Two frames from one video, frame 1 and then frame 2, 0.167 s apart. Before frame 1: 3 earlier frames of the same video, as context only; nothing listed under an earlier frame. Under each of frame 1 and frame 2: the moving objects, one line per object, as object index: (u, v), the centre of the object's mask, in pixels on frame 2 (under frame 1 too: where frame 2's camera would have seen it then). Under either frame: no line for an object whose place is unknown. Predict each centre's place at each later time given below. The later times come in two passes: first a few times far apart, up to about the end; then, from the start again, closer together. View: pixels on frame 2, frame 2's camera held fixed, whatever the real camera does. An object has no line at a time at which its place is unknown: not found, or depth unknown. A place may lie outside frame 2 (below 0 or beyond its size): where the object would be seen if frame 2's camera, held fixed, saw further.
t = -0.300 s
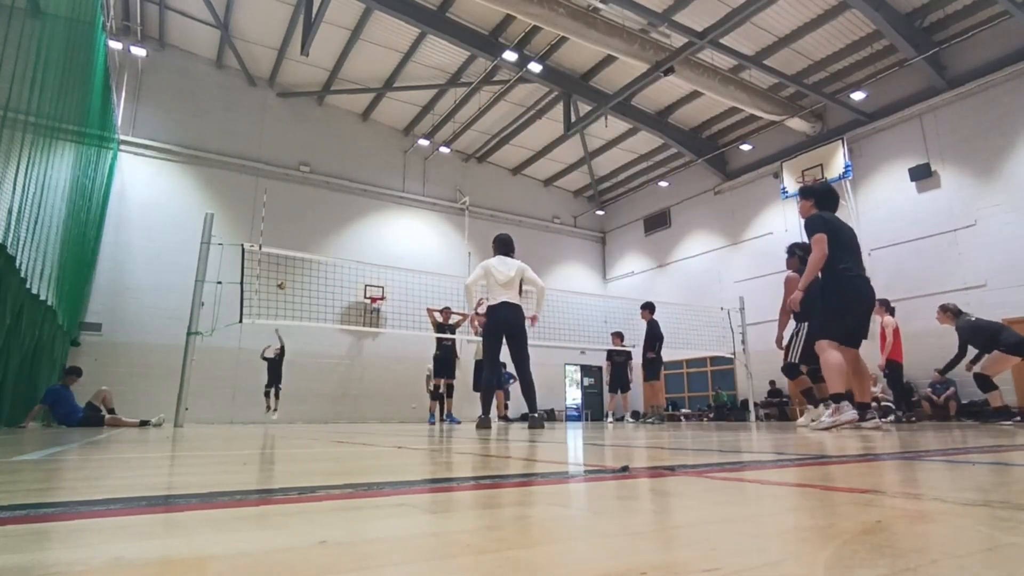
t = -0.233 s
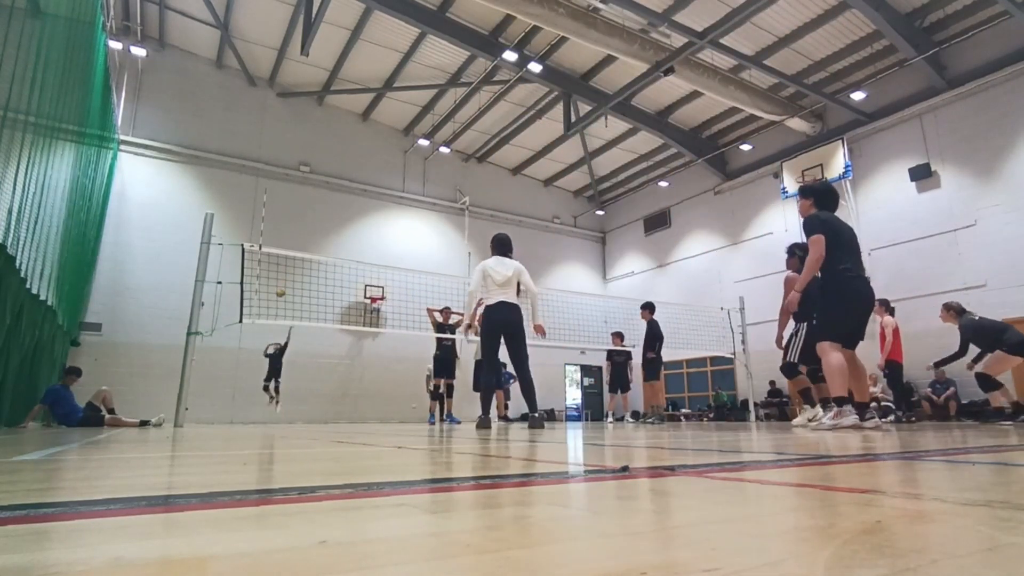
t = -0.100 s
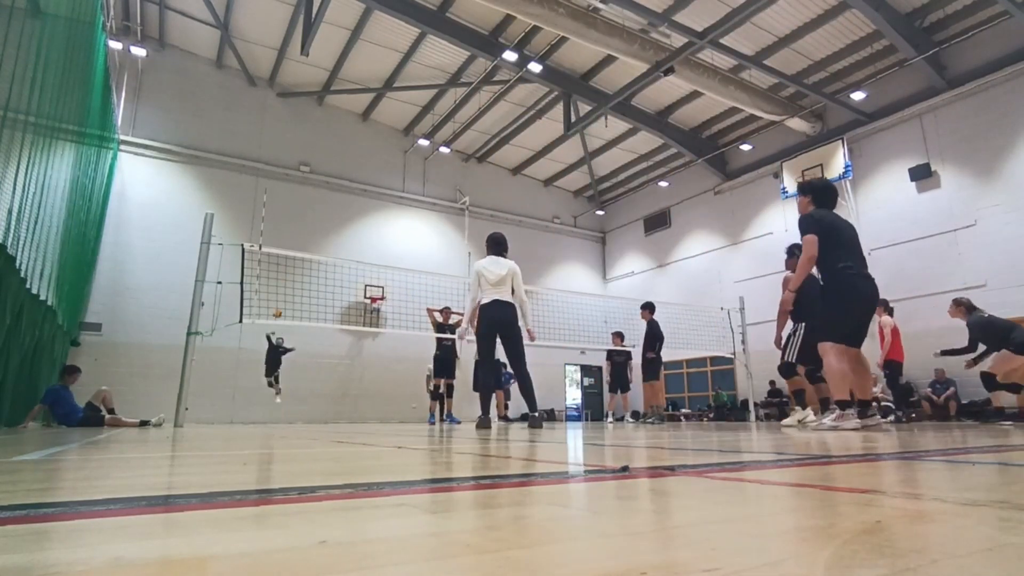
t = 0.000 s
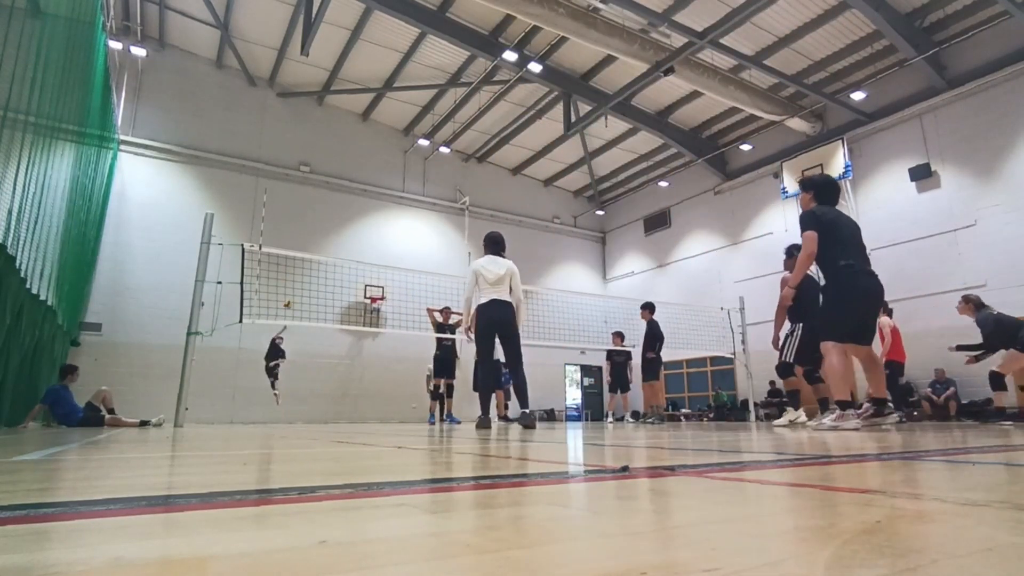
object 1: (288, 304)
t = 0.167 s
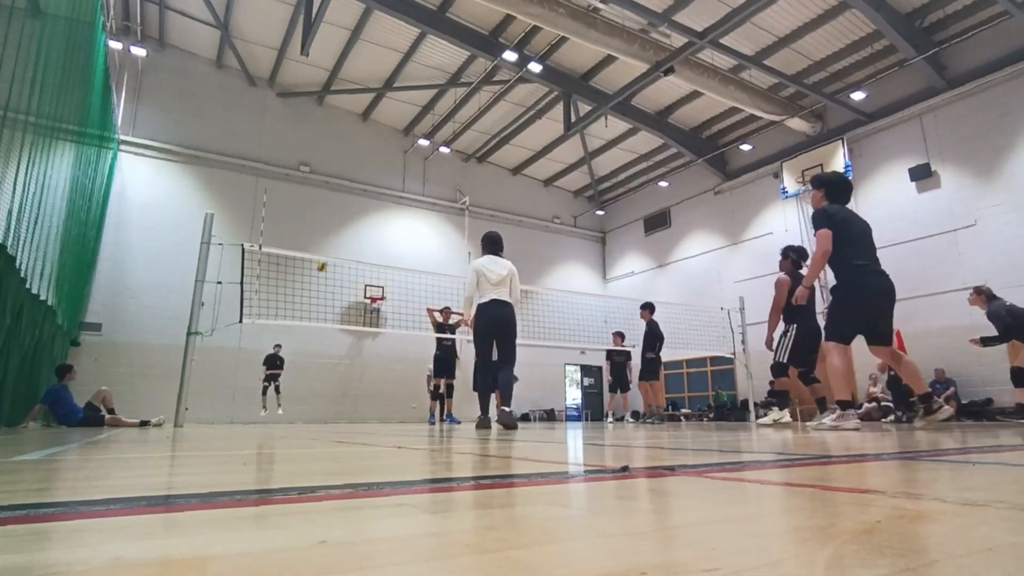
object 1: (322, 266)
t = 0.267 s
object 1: (347, 245)
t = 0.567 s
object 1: (461, 197)
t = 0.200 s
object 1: (329, 260)
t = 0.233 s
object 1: (338, 252)
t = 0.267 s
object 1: (347, 245)
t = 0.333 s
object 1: (366, 232)
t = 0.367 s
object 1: (377, 227)
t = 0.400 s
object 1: (389, 219)
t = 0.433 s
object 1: (402, 215)
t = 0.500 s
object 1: (429, 205)
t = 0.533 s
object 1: (444, 200)
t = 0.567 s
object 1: (461, 197)
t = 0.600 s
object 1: (478, 194)
